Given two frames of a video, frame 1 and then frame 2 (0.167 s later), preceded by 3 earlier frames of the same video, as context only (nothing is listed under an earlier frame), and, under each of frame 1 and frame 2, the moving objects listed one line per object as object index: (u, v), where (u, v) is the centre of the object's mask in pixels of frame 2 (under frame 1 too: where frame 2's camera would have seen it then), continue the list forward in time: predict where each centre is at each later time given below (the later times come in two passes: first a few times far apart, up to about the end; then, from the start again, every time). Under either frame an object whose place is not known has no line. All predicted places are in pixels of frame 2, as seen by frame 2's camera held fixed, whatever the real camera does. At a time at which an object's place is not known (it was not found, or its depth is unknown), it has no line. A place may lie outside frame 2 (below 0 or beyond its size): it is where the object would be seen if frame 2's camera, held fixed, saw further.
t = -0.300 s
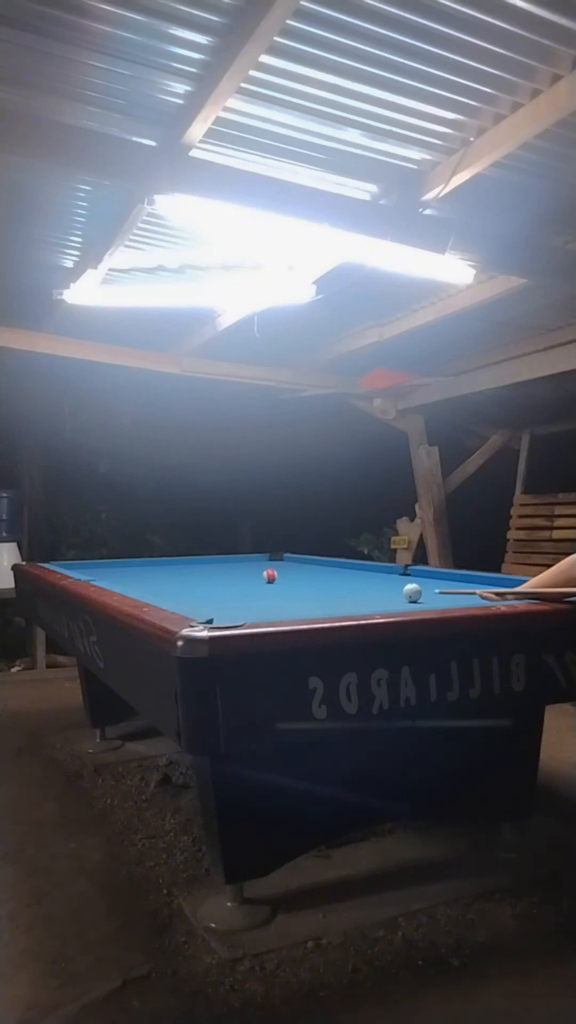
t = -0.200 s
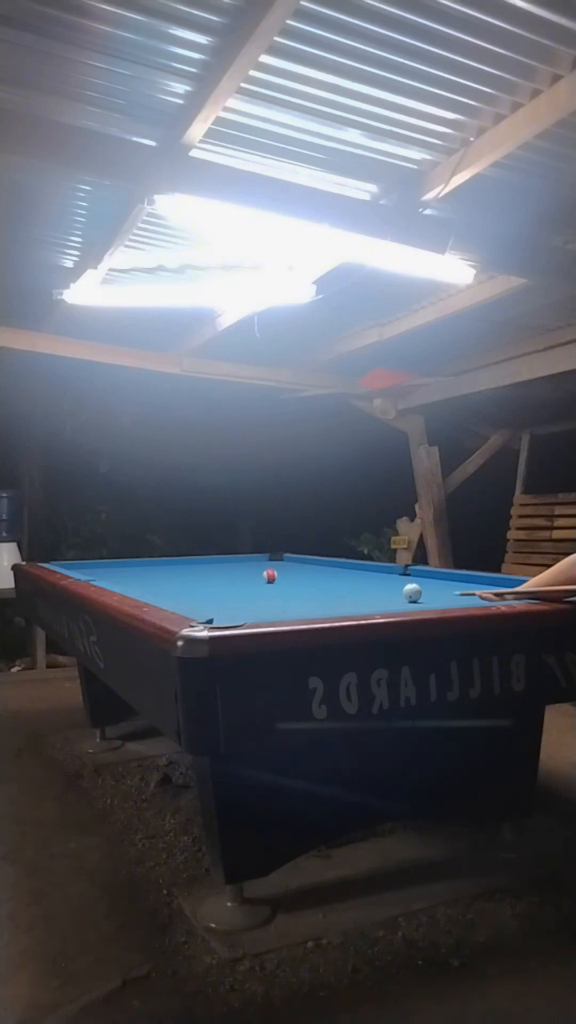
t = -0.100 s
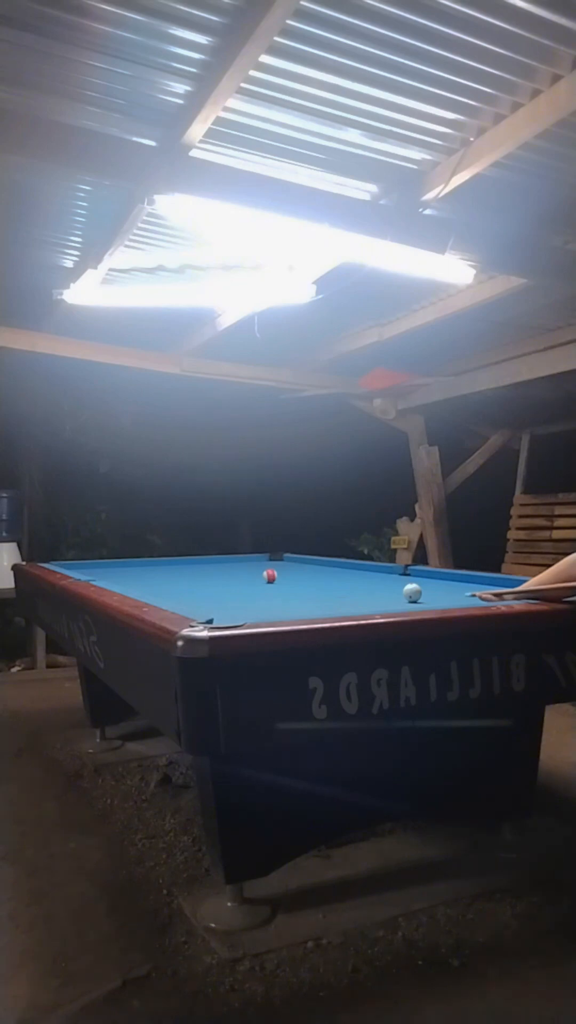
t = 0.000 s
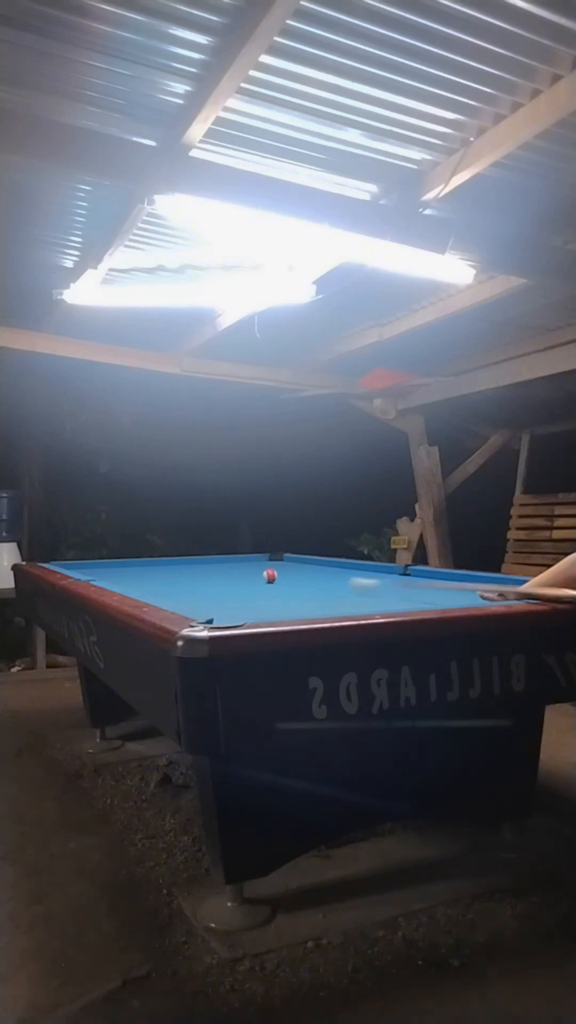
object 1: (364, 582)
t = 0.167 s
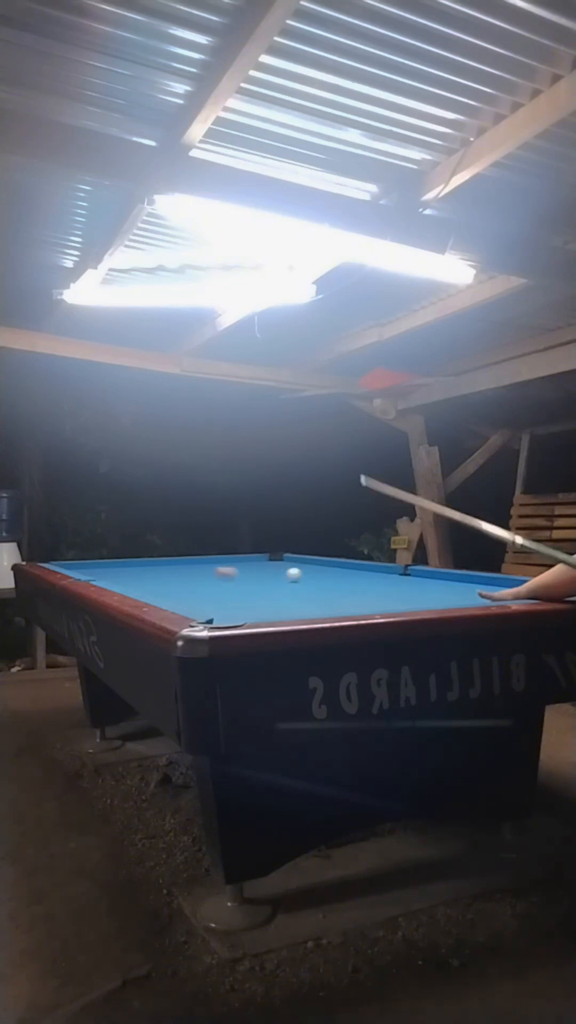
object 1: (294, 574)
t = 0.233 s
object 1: (302, 573)
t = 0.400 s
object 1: (322, 569)
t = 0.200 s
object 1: (298, 574)
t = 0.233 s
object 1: (302, 573)
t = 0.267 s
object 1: (309, 572)
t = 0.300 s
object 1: (313, 571)
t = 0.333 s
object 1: (316, 570)
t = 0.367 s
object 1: (319, 570)
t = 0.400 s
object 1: (322, 569)
